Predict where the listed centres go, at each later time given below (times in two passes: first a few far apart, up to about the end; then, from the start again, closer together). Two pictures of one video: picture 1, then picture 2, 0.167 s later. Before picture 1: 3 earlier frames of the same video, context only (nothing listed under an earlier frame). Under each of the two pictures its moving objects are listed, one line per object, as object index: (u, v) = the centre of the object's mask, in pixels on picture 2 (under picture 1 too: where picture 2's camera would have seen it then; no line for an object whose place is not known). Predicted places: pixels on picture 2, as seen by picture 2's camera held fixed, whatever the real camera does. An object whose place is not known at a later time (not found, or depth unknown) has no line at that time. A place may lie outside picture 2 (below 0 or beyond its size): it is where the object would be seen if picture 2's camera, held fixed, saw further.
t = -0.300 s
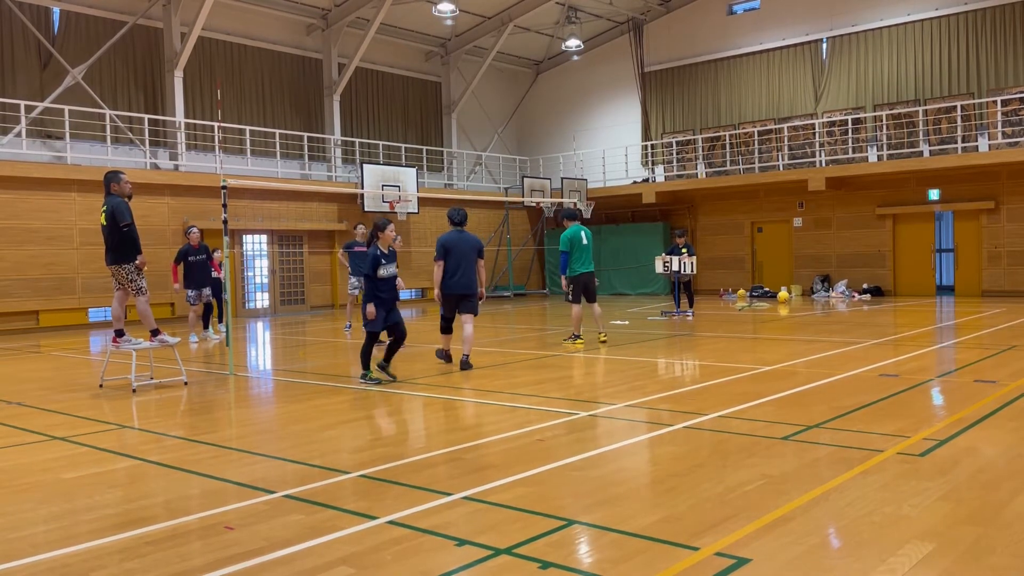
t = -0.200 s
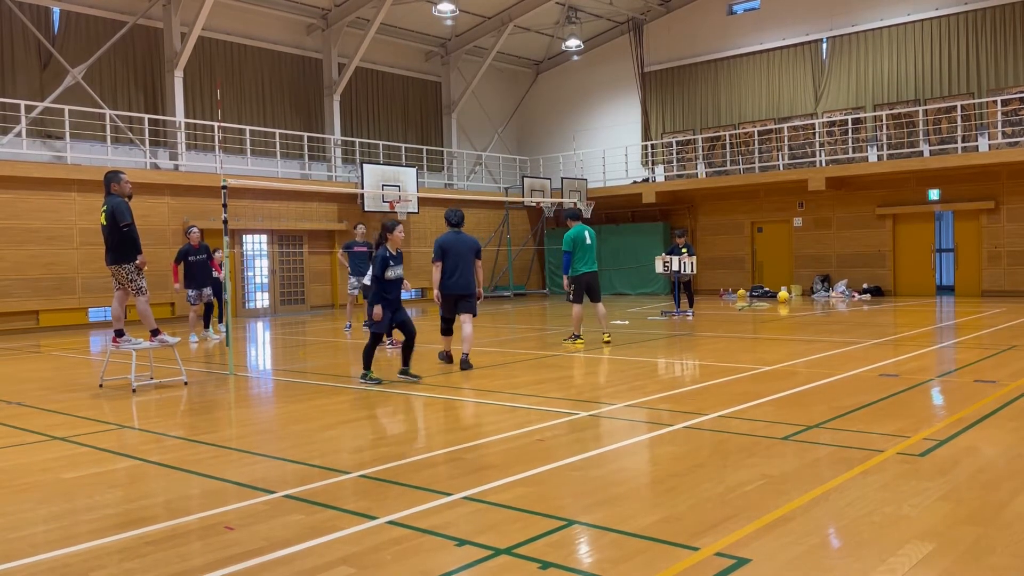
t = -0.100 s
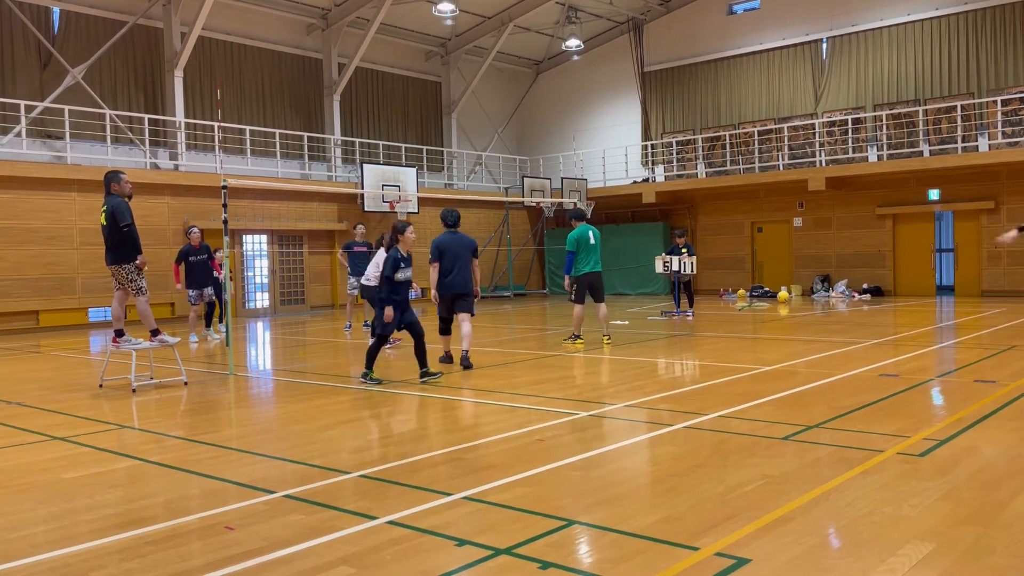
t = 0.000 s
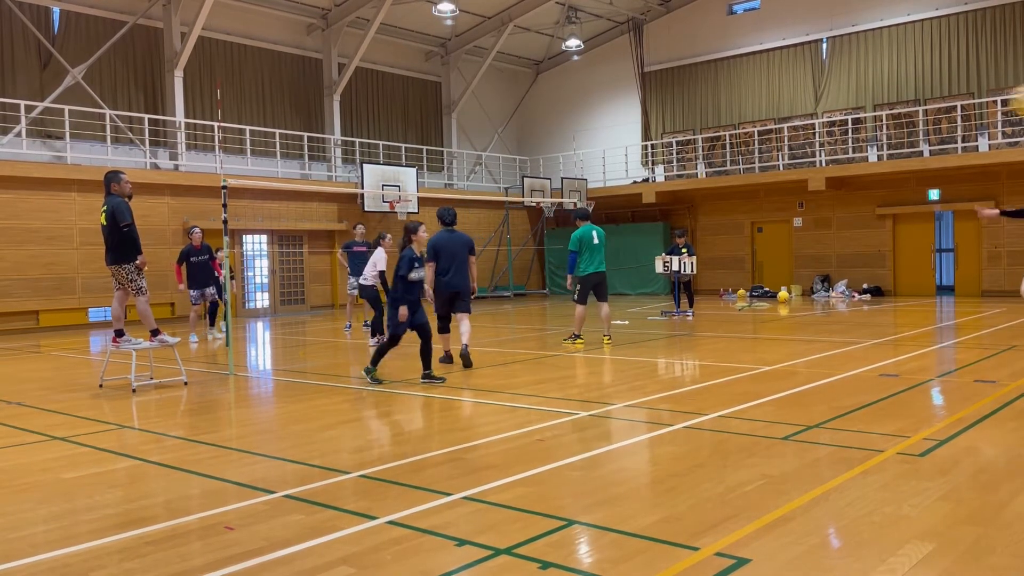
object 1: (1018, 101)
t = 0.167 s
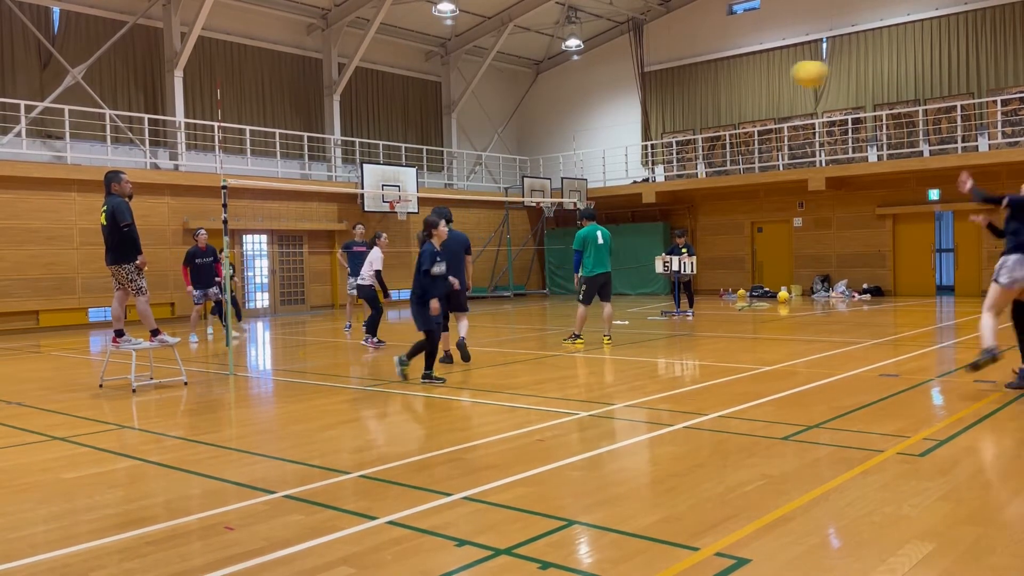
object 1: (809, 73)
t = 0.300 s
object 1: (694, 80)
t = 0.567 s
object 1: (559, 125)
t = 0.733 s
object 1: (512, 166)
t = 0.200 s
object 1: (777, 74)
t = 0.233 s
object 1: (747, 75)
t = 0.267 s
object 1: (719, 77)
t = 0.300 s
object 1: (694, 80)
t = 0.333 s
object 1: (673, 85)
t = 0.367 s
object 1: (652, 89)
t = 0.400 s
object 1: (634, 93)
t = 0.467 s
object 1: (599, 104)
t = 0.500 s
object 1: (585, 111)
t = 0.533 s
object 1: (571, 118)
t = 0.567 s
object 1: (559, 125)
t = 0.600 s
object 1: (547, 133)
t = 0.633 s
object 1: (537, 141)
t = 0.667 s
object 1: (528, 149)
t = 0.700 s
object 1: (520, 157)
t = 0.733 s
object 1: (512, 166)
